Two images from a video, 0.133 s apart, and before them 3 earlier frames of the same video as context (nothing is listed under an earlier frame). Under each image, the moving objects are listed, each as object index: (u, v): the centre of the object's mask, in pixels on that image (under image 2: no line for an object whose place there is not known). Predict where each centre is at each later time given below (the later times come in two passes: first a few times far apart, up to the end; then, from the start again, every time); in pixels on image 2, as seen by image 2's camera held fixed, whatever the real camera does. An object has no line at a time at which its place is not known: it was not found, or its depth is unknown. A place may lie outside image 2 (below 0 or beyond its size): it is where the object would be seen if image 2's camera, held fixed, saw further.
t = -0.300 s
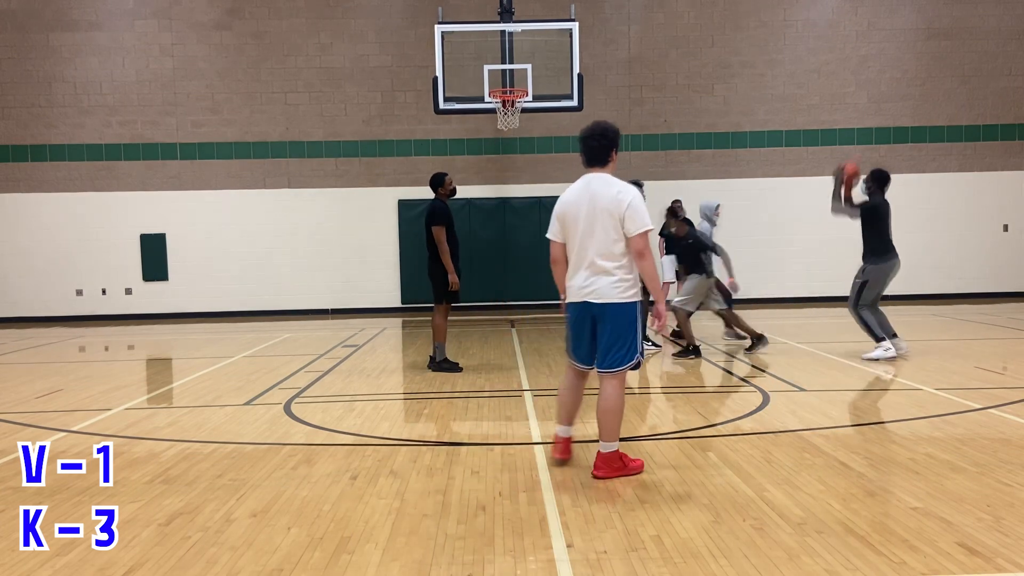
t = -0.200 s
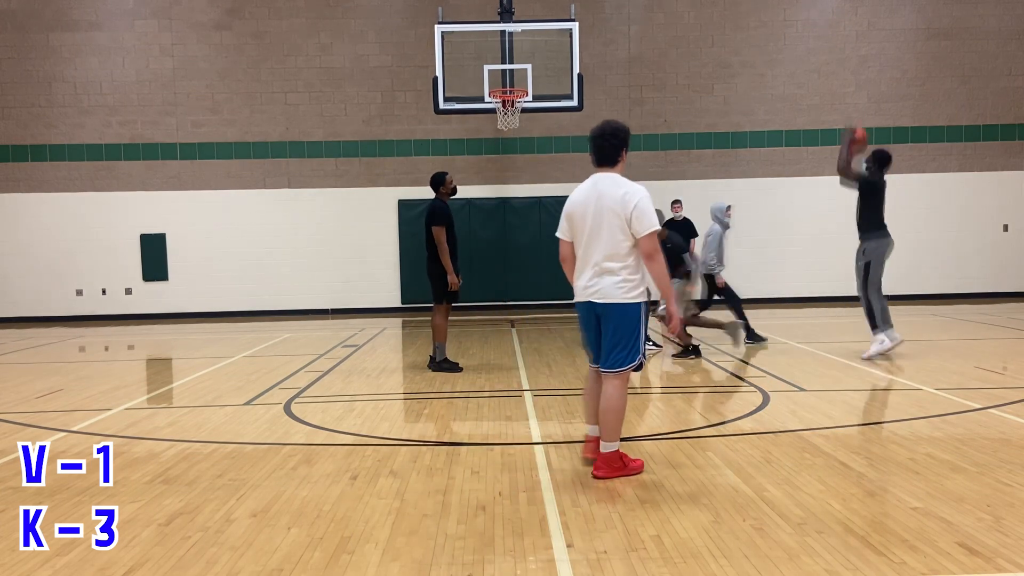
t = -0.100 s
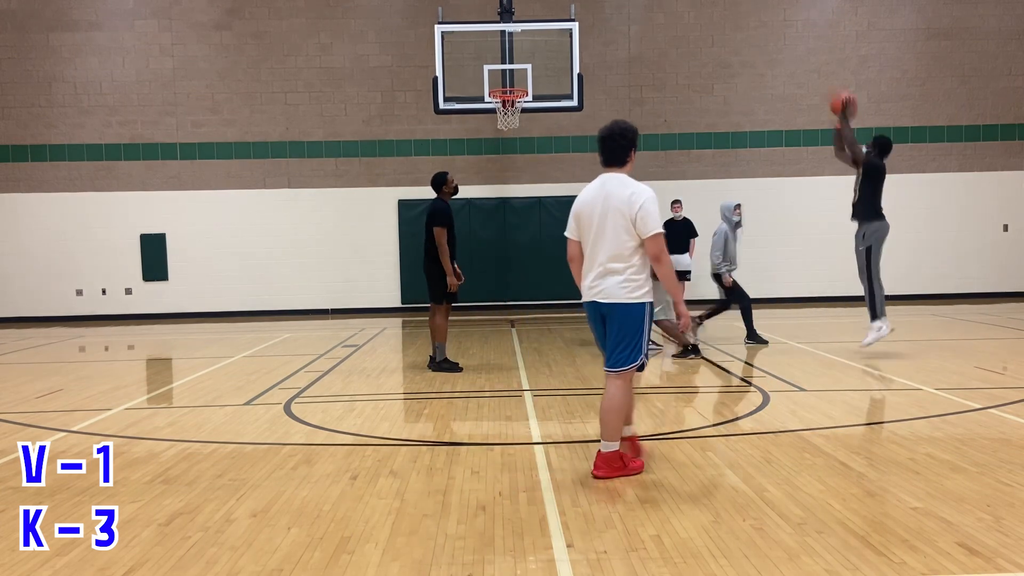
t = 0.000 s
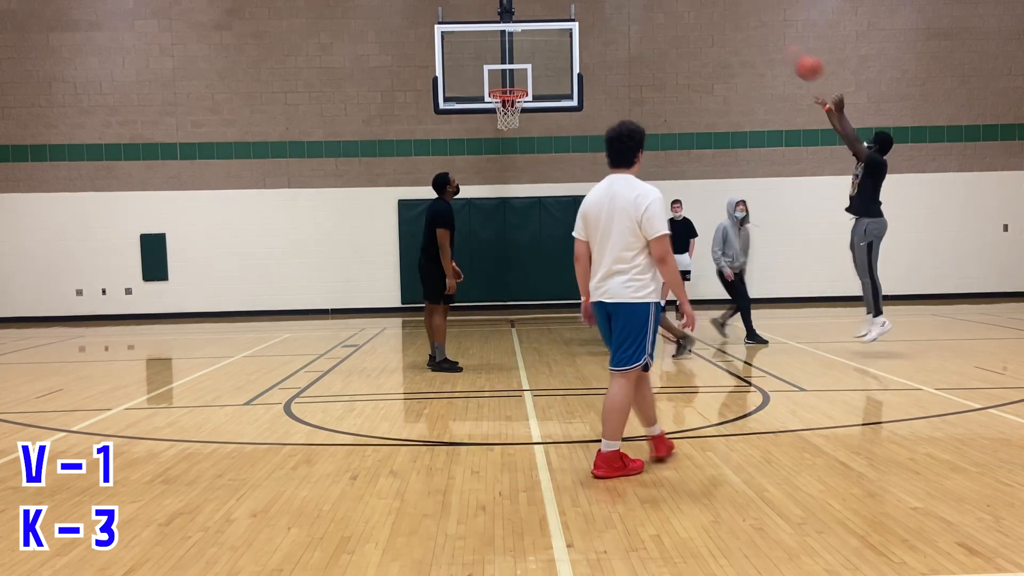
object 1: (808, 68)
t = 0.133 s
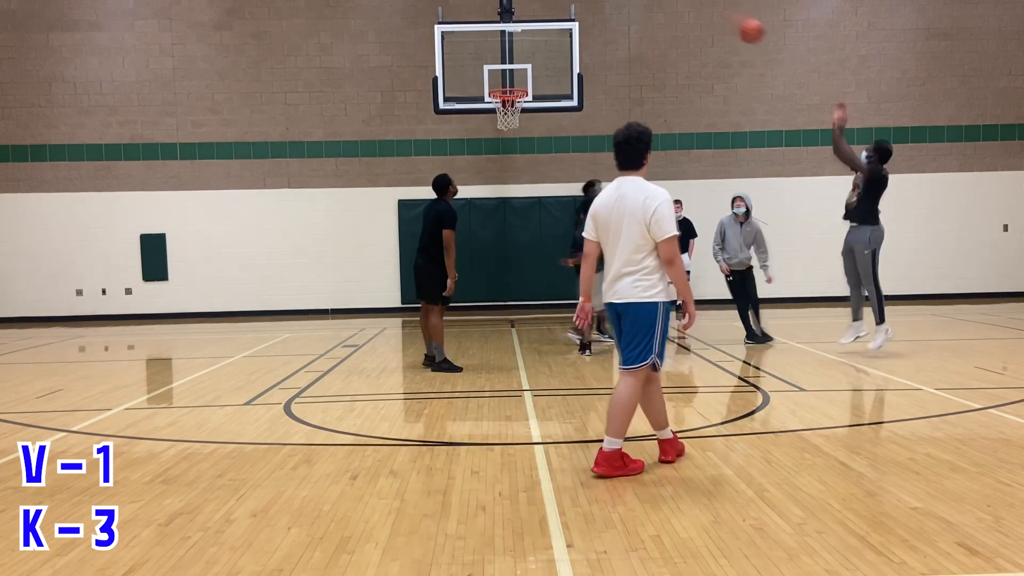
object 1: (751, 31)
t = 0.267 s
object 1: (699, 14)
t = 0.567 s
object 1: (596, 35)
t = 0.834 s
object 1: (535, 107)
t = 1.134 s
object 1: (552, 242)
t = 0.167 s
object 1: (738, 25)
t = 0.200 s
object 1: (724, 20)
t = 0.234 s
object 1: (712, 17)
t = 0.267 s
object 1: (699, 14)
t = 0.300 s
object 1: (686, 12)
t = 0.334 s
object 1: (674, 12)
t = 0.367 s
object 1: (662, 12)
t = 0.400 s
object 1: (651, 14)
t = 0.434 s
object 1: (640, 16)
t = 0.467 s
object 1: (628, 20)
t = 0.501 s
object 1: (617, 24)
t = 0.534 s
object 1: (607, 29)
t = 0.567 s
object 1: (596, 35)
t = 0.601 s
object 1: (587, 41)
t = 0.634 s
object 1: (576, 49)
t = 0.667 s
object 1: (565, 57)
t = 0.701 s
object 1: (556, 66)
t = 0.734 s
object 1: (547, 76)
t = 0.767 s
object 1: (539, 85)
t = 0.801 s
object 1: (534, 96)
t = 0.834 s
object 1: (535, 107)
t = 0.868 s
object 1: (536, 119)
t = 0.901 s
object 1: (538, 132)
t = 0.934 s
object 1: (540, 145)
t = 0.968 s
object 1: (542, 159)
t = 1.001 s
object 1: (544, 174)
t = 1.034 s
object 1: (547, 197)
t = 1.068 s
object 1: (549, 207)
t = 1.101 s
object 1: (551, 224)
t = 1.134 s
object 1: (552, 242)
